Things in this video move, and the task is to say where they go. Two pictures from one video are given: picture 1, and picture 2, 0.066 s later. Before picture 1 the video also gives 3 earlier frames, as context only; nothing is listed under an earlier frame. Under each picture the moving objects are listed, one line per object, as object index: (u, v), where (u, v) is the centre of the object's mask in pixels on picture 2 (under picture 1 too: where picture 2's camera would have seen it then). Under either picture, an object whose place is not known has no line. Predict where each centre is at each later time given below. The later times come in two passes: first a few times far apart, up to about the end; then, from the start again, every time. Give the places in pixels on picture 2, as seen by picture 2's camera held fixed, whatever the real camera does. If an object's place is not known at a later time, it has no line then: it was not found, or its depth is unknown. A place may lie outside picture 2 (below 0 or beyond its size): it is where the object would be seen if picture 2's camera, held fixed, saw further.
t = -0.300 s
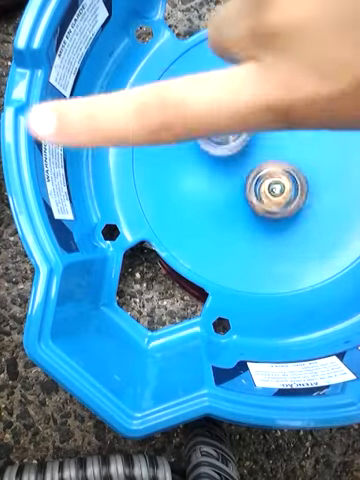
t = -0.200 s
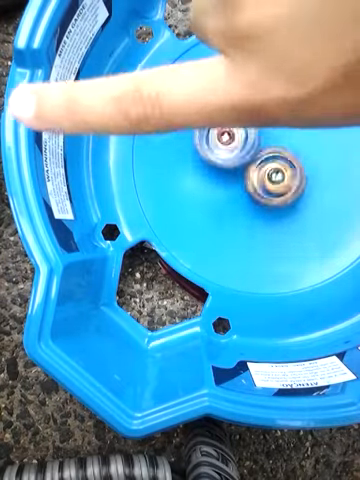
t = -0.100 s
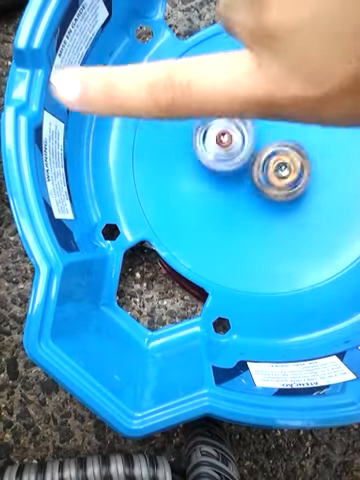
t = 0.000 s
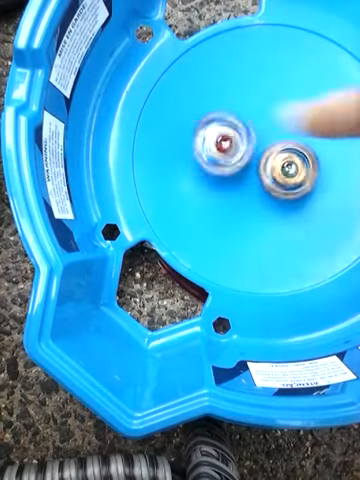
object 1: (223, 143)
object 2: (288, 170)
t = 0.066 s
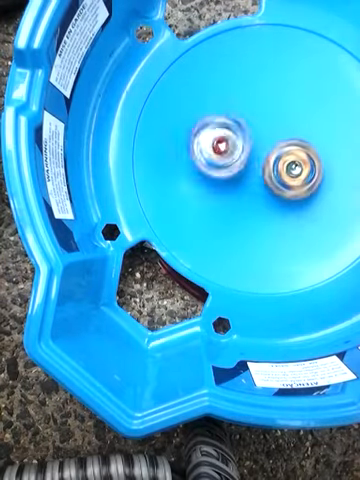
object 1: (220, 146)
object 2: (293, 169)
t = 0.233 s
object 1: (220, 152)
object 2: (294, 172)
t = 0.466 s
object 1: (226, 152)
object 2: (292, 171)
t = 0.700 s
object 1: (233, 156)
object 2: (295, 180)
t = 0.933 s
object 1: (242, 142)
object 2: (301, 188)
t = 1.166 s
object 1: (250, 144)
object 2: (302, 186)
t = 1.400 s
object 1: (255, 142)
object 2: (298, 196)
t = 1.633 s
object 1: (260, 141)
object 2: (290, 201)
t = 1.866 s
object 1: (271, 126)
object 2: (303, 209)
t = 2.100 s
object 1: (282, 148)
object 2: (283, 211)
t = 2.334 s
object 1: (306, 162)
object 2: (283, 210)
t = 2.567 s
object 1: (296, 159)
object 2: (282, 209)
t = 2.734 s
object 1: (296, 159)
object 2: (282, 208)
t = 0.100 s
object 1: (221, 146)
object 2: (294, 169)
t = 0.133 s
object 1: (222, 148)
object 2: (295, 170)
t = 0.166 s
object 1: (221, 151)
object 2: (295, 171)
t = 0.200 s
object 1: (220, 152)
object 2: (295, 171)
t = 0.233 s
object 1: (220, 152)
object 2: (294, 172)
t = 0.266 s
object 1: (223, 153)
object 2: (292, 172)
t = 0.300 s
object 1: (225, 156)
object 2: (290, 171)
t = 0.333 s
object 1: (223, 157)
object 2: (288, 171)
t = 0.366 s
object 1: (224, 156)
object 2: (287, 171)
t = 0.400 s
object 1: (224, 156)
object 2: (287, 171)
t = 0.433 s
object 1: (223, 153)
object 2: (290, 170)
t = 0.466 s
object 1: (226, 152)
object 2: (292, 171)
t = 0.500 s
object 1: (228, 154)
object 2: (295, 173)
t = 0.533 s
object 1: (229, 155)
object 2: (298, 174)
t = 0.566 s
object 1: (228, 155)
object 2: (299, 175)
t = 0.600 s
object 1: (230, 154)
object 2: (299, 177)
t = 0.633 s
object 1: (231, 154)
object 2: (299, 179)
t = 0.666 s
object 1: (233, 155)
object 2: (297, 179)
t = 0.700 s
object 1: (233, 156)
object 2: (295, 180)
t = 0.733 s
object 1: (235, 155)
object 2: (295, 180)
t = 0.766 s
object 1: (235, 152)
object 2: (294, 181)
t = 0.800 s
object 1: (238, 149)
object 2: (295, 183)
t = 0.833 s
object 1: (242, 148)
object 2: (295, 185)
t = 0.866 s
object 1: (240, 144)
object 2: (300, 187)
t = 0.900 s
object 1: (241, 143)
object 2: (301, 188)
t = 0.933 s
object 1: (242, 142)
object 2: (301, 188)
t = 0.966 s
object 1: (242, 140)
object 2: (301, 190)
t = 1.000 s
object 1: (243, 139)
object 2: (303, 192)
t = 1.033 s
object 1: (244, 140)
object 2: (305, 191)
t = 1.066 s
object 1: (245, 141)
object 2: (303, 189)
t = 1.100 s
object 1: (246, 141)
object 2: (302, 190)
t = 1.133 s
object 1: (249, 143)
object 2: (303, 189)
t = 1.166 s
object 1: (250, 144)
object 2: (302, 186)
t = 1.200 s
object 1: (250, 141)
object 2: (301, 187)
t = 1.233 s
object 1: (250, 140)
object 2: (301, 188)
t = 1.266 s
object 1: (252, 141)
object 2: (299, 188)
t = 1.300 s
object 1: (250, 139)
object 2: (301, 191)
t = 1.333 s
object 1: (251, 137)
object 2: (300, 192)
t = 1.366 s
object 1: (254, 138)
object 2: (298, 194)
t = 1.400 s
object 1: (255, 142)
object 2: (298, 196)
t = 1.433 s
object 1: (253, 145)
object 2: (298, 195)
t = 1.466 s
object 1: (250, 145)
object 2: (296, 195)
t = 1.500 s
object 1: (250, 141)
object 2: (295, 197)
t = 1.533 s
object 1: (252, 140)
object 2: (294, 197)
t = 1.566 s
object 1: (256, 141)
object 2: (292, 196)
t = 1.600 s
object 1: (258, 141)
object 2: (290, 199)
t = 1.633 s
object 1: (260, 141)
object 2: (290, 201)
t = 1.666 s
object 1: (262, 143)
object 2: (291, 201)
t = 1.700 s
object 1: (262, 145)
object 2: (290, 199)
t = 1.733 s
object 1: (261, 134)
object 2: (292, 207)
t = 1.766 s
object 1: (263, 125)
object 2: (297, 212)
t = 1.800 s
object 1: (266, 123)
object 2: (302, 213)
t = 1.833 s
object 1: (269, 124)
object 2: (304, 210)
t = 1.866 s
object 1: (271, 126)
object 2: (303, 209)
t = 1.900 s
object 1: (272, 129)
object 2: (301, 207)
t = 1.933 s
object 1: (273, 131)
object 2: (296, 206)
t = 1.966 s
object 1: (275, 134)
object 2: (293, 206)
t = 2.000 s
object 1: (276, 138)
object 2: (289, 207)
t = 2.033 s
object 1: (278, 140)
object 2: (287, 207)
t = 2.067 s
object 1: (280, 145)
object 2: (285, 208)
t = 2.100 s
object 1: (282, 148)
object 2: (283, 211)
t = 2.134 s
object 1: (285, 151)
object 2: (285, 213)
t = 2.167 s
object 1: (289, 156)
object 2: (286, 214)
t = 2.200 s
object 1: (294, 160)
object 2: (285, 214)
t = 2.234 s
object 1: (299, 162)
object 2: (284, 212)
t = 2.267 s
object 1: (304, 162)
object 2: (283, 210)
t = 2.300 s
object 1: (306, 162)
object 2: (283, 210)
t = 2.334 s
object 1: (306, 162)
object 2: (283, 210)
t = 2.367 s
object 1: (305, 162)
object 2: (283, 210)
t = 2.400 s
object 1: (302, 162)
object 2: (283, 210)
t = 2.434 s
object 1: (300, 160)
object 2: (282, 210)
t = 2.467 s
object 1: (297, 160)
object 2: (282, 209)
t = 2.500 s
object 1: (296, 159)
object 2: (282, 209)
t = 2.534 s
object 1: (295, 159)
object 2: (282, 209)
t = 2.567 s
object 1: (296, 159)
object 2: (282, 209)
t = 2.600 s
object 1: (296, 159)
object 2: (282, 208)
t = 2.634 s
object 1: (296, 159)
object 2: (282, 208)
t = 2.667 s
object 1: (296, 159)
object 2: (282, 208)
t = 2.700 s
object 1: (296, 159)
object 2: (282, 208)
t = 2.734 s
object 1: (296, 159)
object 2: (282, 208)
